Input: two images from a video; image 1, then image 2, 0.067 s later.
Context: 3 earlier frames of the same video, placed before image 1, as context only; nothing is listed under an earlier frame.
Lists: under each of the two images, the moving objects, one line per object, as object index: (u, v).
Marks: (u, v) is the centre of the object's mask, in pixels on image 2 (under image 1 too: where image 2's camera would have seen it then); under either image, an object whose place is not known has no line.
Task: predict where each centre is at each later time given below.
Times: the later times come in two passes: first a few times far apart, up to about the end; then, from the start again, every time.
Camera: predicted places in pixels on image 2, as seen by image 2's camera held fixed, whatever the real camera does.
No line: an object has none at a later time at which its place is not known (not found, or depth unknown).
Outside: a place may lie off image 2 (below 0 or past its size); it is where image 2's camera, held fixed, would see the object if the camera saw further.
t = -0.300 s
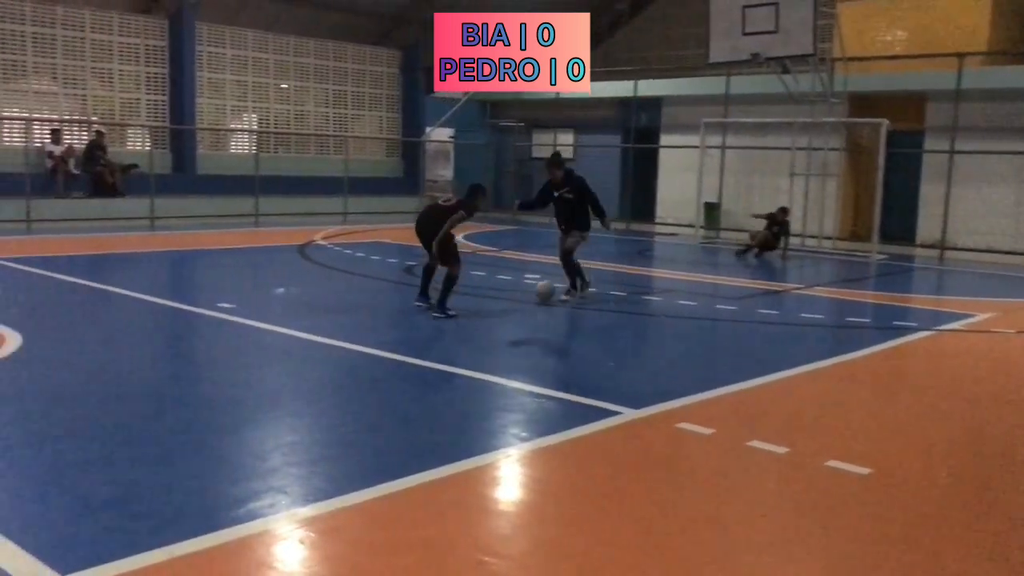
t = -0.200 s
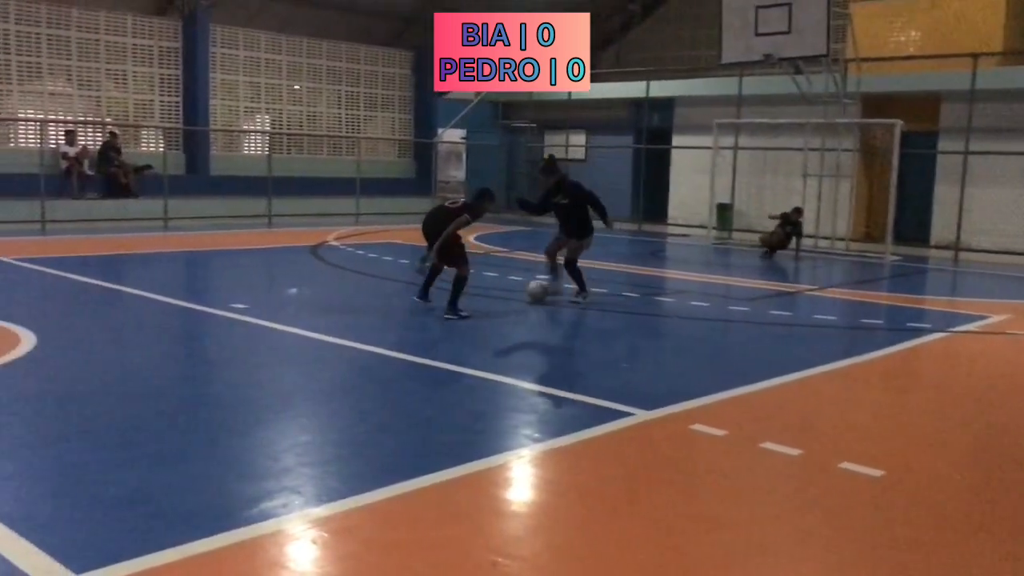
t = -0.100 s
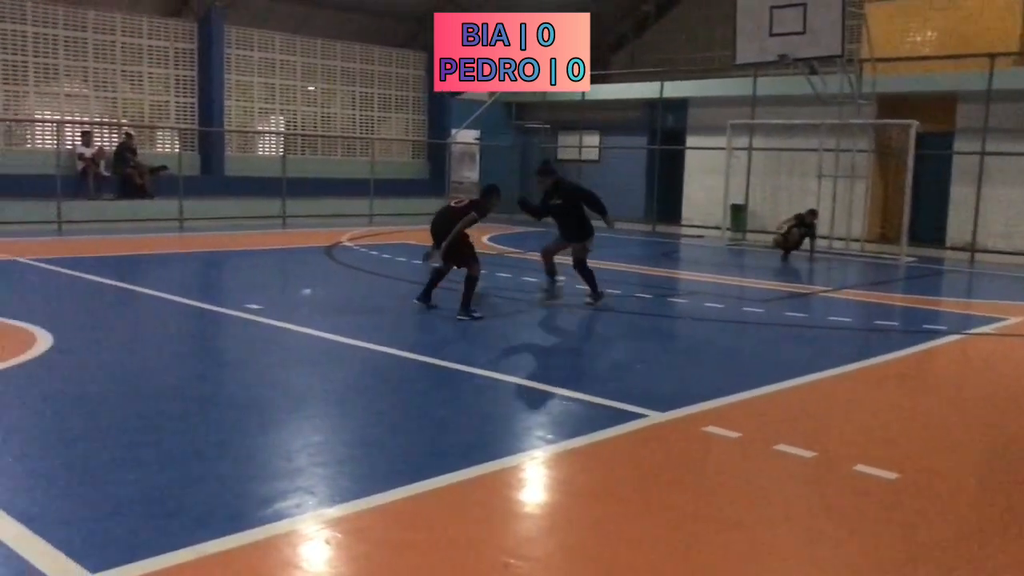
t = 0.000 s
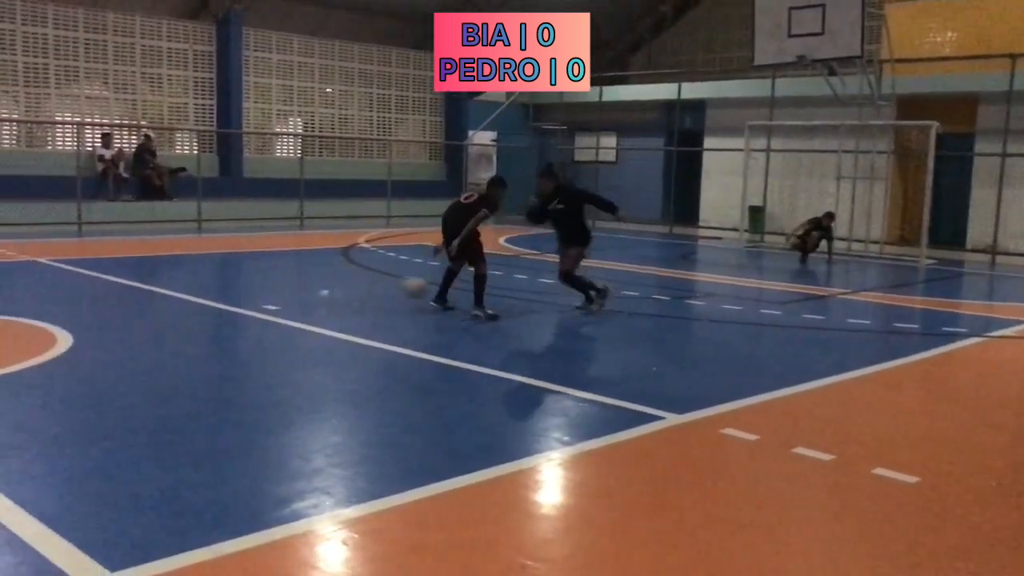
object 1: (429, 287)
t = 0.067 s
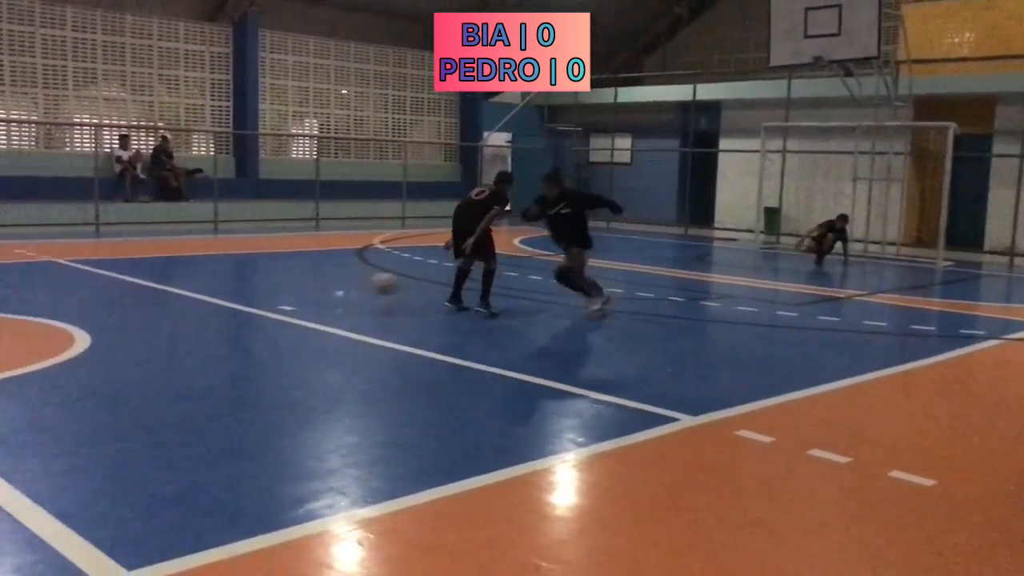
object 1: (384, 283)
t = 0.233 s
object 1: (267, 287)
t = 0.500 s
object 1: (99, 289)
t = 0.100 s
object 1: (361, 280)
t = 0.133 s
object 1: (337, 279)
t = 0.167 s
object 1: (313, 281)
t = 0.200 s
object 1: (289, 284)
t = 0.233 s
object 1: (267, 287)
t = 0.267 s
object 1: (242, 292)
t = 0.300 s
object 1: (215, 298)
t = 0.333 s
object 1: (194, 297)
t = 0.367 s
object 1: (176, 293)
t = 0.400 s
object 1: (157, 289)
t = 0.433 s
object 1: (138, 288)
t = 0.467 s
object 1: (118, 287)
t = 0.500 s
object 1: (99, 289)
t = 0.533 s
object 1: (78, 290)
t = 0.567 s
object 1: (56, 296)
